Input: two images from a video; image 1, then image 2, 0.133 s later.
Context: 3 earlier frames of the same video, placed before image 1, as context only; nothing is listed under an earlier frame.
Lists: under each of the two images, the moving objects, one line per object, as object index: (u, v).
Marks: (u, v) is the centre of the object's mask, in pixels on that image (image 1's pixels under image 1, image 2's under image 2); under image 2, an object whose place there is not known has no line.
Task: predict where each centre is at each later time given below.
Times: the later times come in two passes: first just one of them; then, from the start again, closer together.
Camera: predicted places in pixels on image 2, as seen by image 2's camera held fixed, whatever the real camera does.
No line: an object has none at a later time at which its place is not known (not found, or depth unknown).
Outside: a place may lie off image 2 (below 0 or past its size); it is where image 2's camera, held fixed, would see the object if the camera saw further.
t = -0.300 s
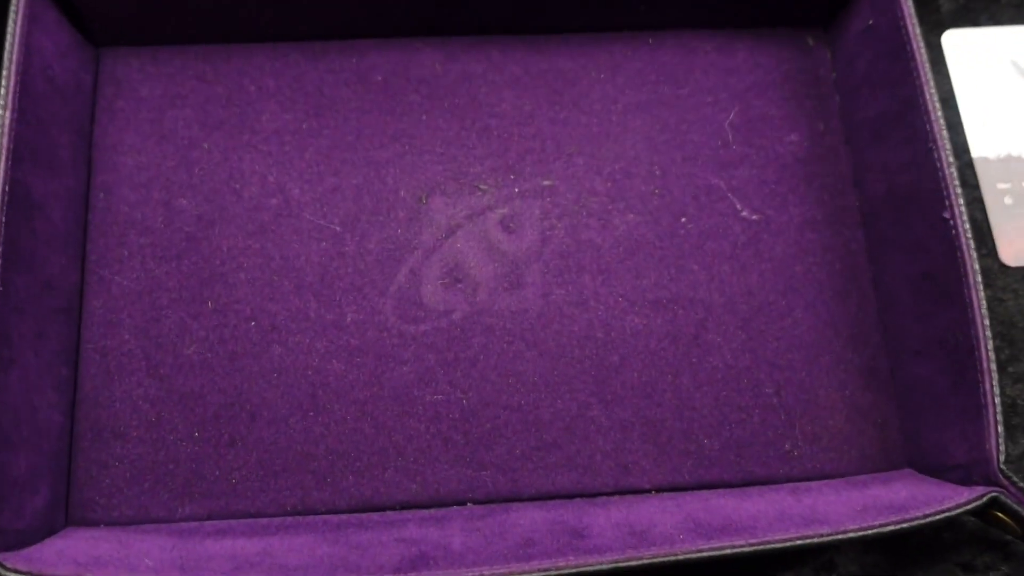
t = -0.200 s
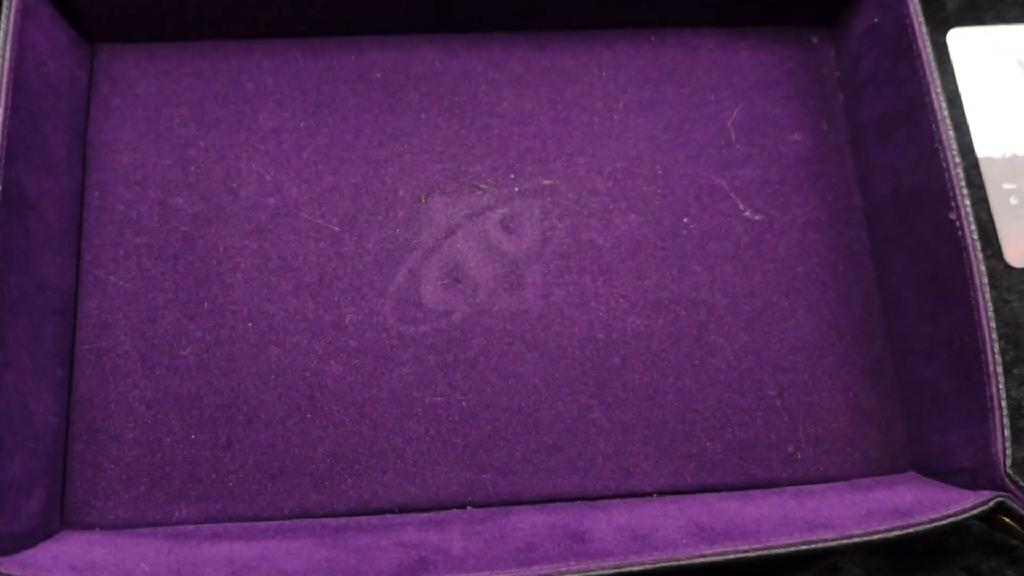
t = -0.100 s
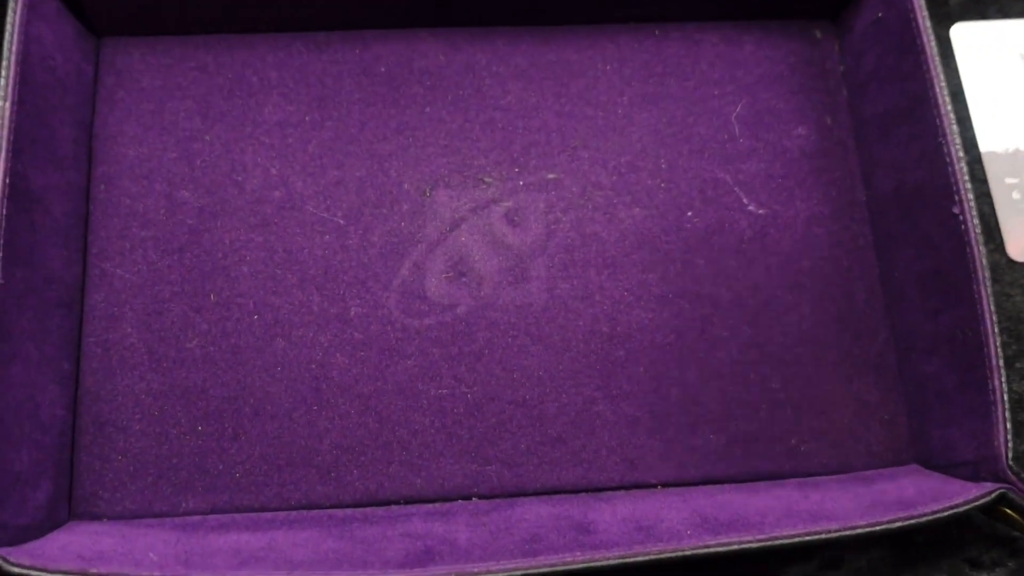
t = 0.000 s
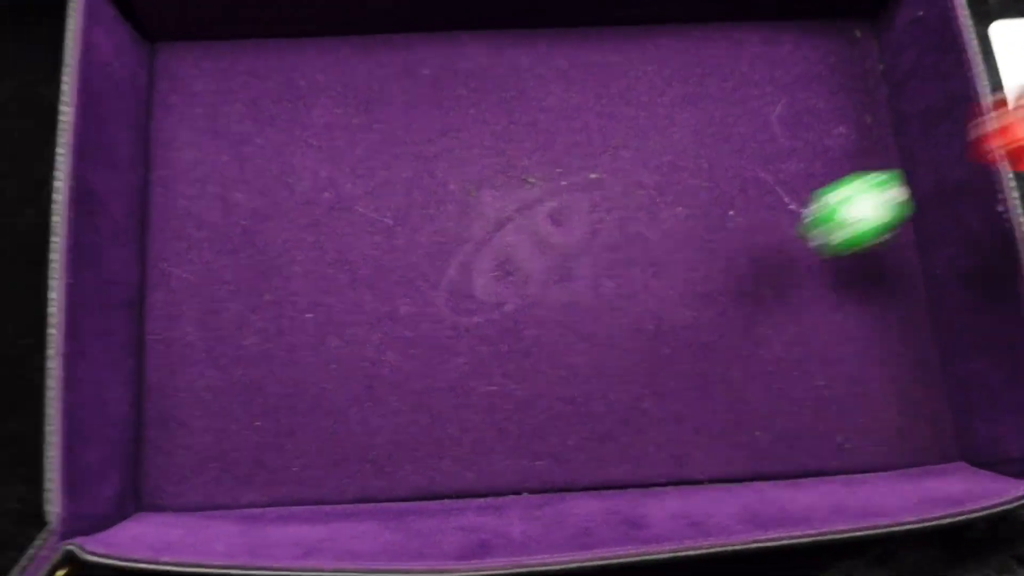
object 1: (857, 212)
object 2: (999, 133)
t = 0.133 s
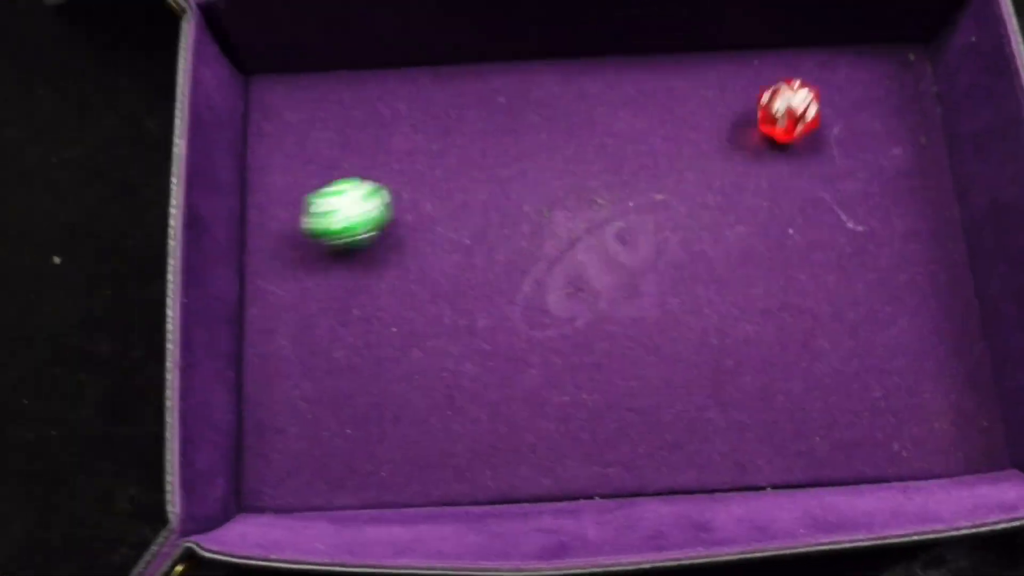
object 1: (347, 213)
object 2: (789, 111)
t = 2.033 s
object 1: (375, 261)
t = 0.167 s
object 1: (248, 215)
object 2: (795, 73)
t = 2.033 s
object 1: (375, 261)
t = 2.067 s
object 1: (375, 261)
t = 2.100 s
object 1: (375, 261)
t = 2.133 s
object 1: (375, 261)
